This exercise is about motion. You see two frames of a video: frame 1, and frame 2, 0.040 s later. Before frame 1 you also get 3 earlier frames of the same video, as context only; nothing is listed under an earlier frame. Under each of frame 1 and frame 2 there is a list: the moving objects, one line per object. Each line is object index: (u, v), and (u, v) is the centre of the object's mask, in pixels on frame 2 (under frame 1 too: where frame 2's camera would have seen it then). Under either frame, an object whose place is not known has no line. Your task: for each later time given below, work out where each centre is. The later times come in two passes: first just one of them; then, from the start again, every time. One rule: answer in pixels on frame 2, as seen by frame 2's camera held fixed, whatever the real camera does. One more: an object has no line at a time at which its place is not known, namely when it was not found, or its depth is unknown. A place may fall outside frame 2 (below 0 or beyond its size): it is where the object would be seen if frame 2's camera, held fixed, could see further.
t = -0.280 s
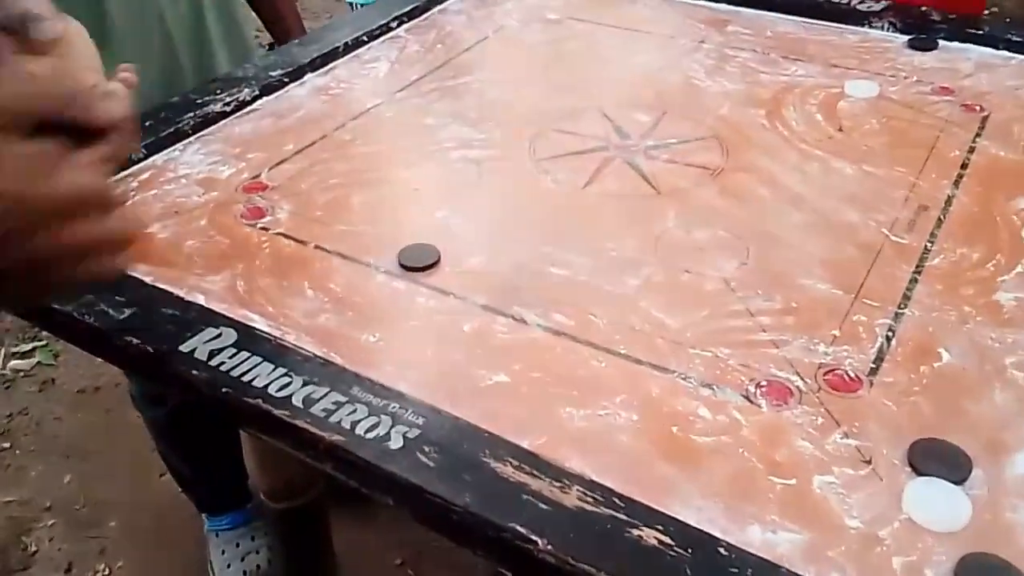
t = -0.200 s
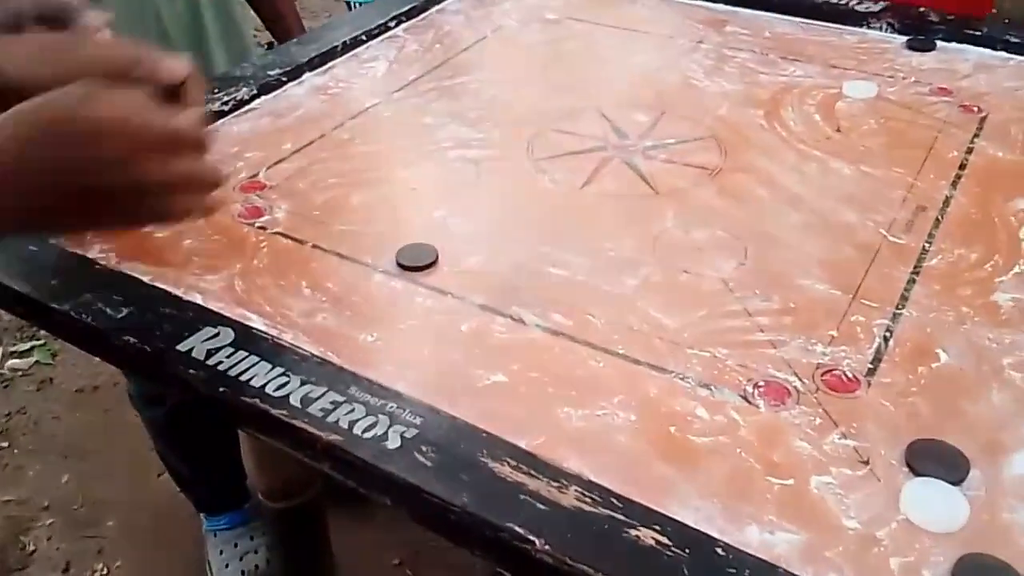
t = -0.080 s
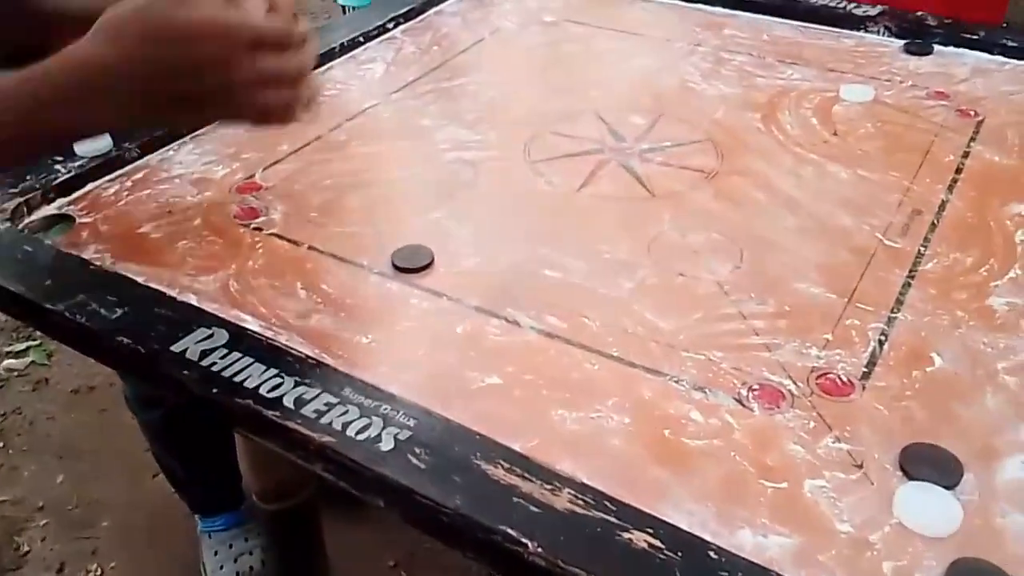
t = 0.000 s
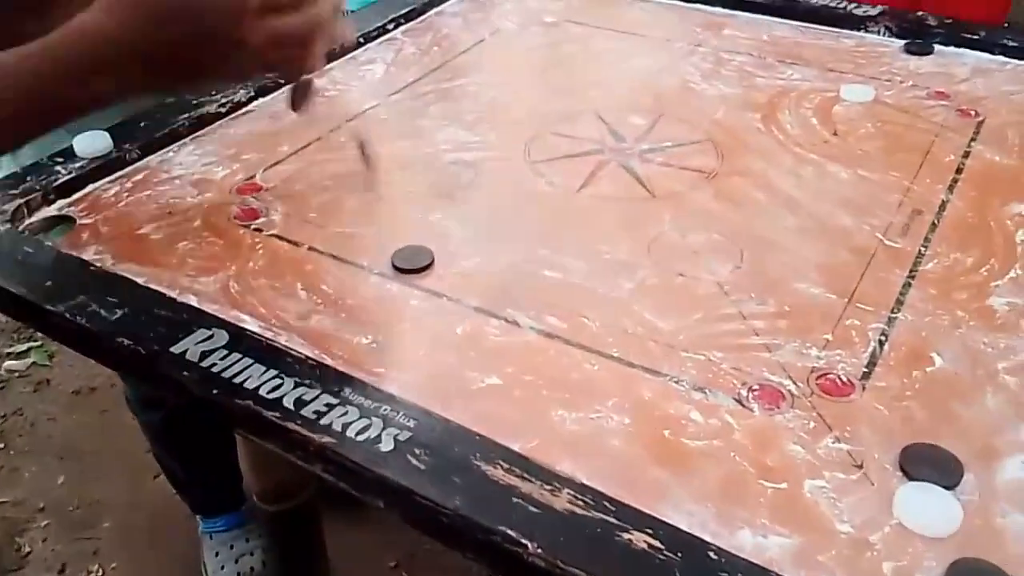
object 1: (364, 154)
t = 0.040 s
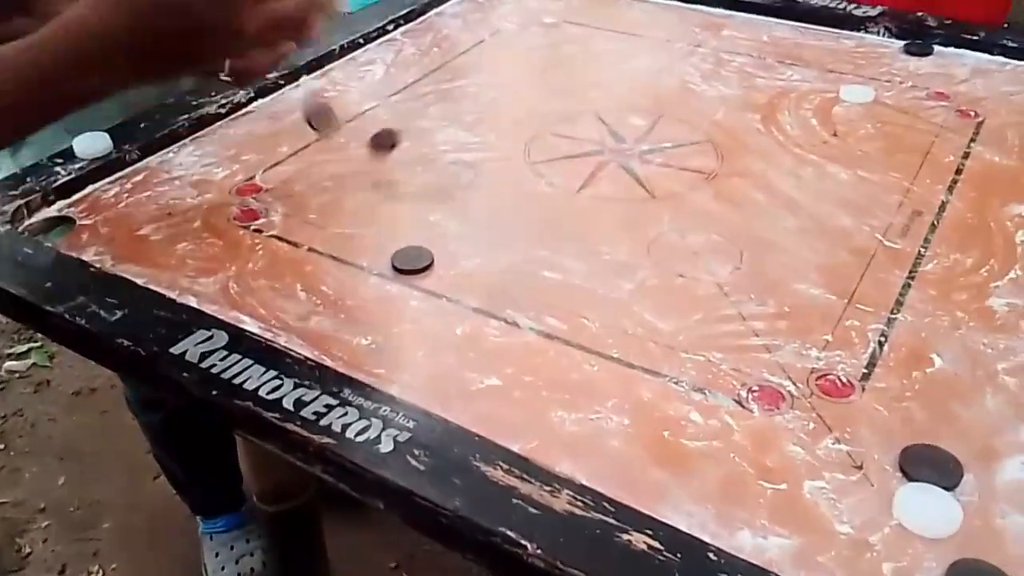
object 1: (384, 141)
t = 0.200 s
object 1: (456, 116)
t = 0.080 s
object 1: (403, 133)
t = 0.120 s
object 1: (434, 125)
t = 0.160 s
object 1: (447, 121)
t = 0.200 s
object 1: (456, 116)
